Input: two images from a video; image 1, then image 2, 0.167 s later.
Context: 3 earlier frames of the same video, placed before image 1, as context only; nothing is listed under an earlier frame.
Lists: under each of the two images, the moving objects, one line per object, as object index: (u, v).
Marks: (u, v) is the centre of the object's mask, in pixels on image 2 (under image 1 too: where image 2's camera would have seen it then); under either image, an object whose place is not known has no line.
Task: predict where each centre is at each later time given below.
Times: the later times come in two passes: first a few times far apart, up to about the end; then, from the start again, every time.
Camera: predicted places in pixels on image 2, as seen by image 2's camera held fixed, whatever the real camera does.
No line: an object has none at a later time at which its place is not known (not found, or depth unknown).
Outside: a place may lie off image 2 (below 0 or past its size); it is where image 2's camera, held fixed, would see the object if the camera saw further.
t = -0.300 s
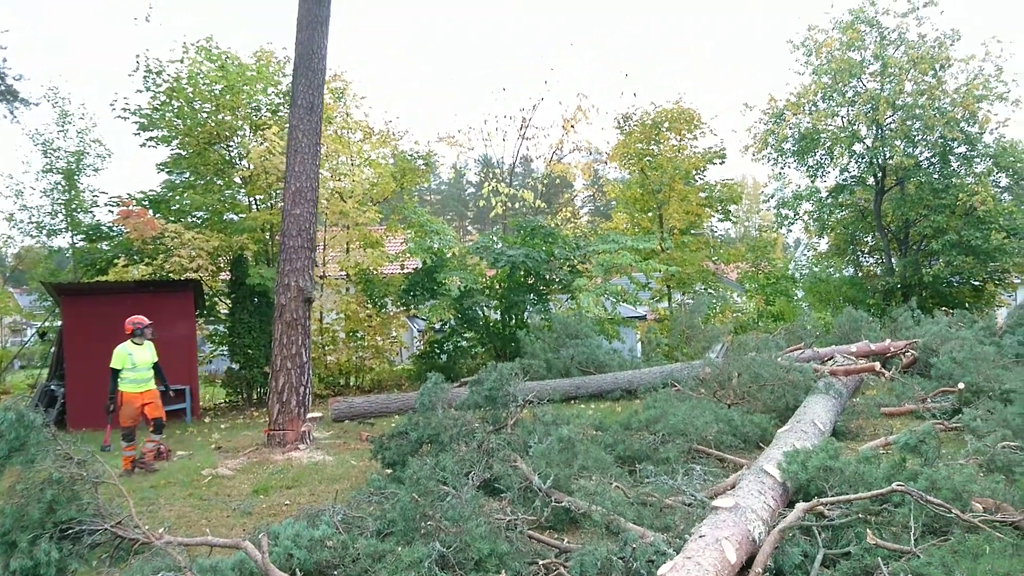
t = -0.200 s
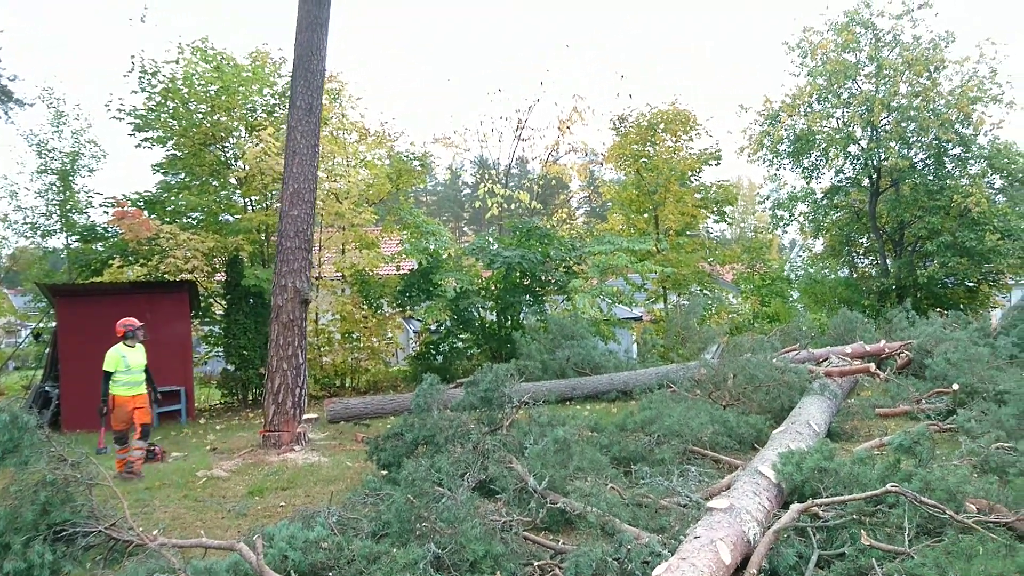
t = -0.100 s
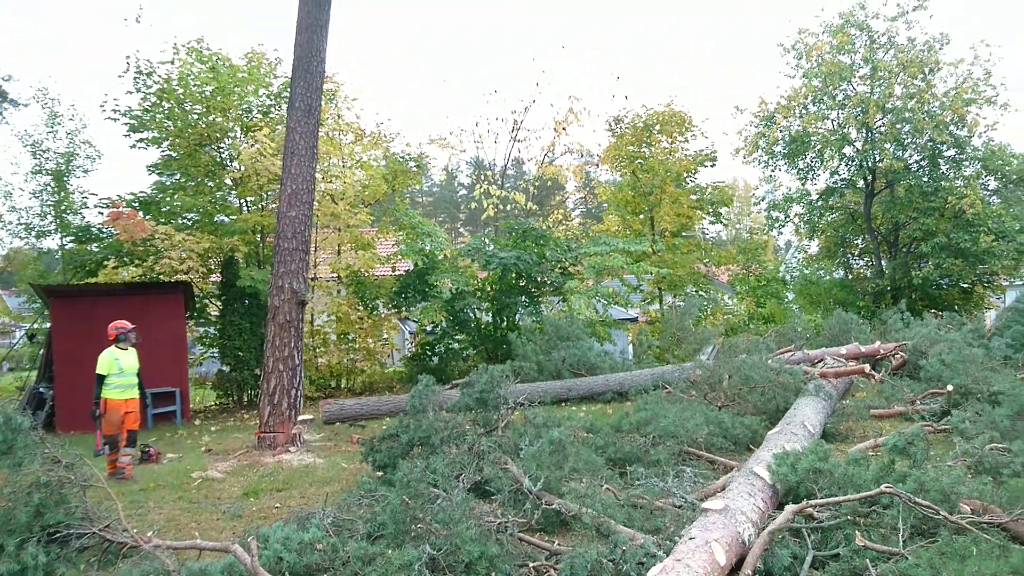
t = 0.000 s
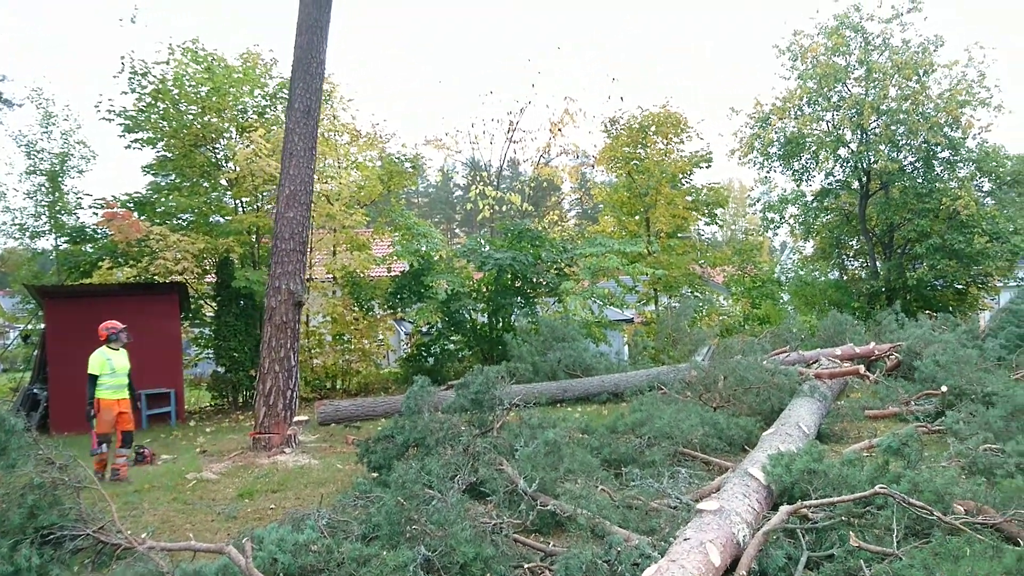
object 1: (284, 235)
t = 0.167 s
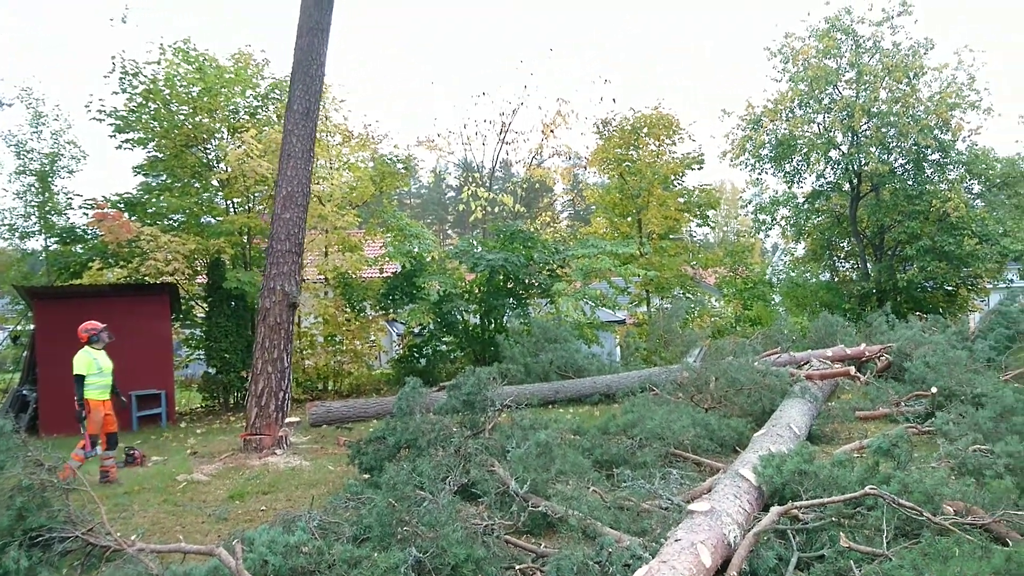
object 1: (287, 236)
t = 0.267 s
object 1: (290, 236)
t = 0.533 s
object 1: (298, 237)
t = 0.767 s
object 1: (307, 237)
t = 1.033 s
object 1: (319, 239)
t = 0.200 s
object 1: (288, 236)
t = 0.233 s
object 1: (289, 236)
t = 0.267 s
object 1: (290, 236)
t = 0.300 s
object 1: (291, 236)
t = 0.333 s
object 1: (292, 237)
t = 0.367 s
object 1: (292, 237)
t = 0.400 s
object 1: (293, 237)
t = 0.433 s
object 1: (294, 237)
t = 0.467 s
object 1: (295, 236)
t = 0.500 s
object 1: (296, 237)
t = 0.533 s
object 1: (298, 237)
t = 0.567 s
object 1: (299, 236)
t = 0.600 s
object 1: (300, 237)
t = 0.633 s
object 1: (301, 237)
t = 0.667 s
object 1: (303, 237)
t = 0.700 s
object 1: (304, 237)
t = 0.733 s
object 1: (305, 237)
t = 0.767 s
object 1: (307, 237)
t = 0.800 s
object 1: (308, 238)
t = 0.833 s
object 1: (309, 238)
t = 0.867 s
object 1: (311, 238)
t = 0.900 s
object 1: (312, 239)
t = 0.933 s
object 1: (314, 239)
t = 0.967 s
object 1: (316, 239)
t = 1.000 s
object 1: (317, 240)
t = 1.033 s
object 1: (319, 239)
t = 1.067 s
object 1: (321, 240)
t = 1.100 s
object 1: (323, 240)
